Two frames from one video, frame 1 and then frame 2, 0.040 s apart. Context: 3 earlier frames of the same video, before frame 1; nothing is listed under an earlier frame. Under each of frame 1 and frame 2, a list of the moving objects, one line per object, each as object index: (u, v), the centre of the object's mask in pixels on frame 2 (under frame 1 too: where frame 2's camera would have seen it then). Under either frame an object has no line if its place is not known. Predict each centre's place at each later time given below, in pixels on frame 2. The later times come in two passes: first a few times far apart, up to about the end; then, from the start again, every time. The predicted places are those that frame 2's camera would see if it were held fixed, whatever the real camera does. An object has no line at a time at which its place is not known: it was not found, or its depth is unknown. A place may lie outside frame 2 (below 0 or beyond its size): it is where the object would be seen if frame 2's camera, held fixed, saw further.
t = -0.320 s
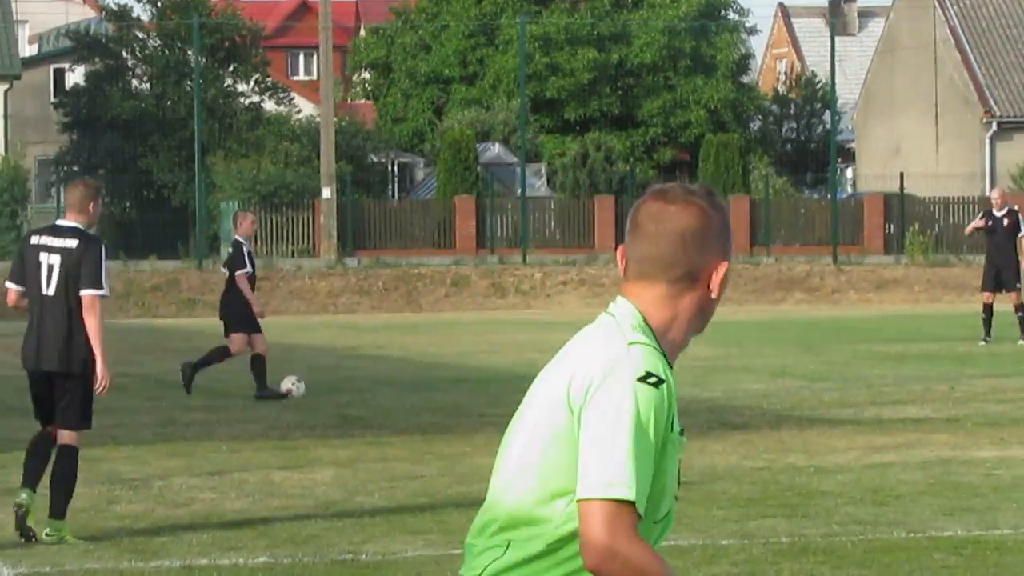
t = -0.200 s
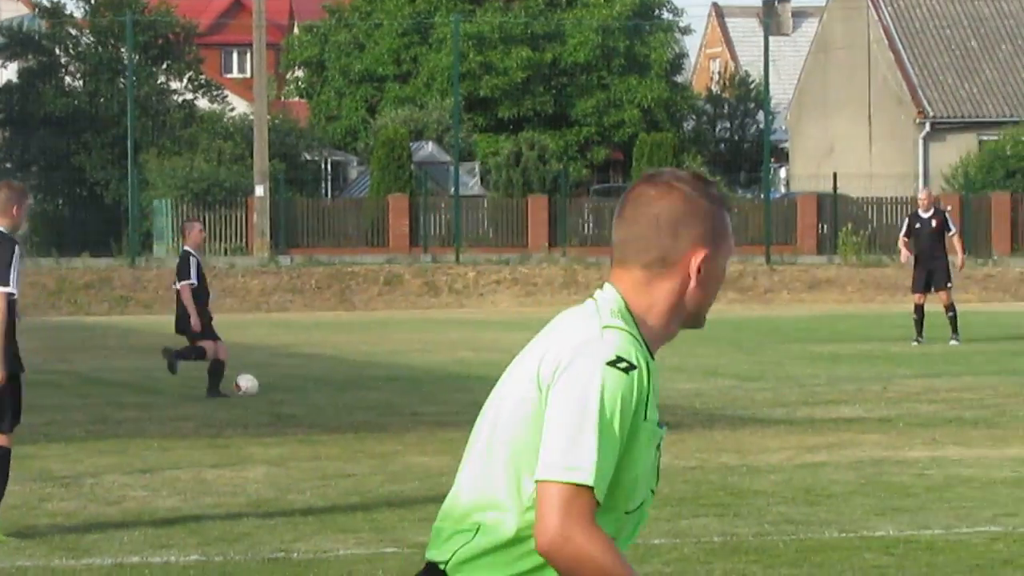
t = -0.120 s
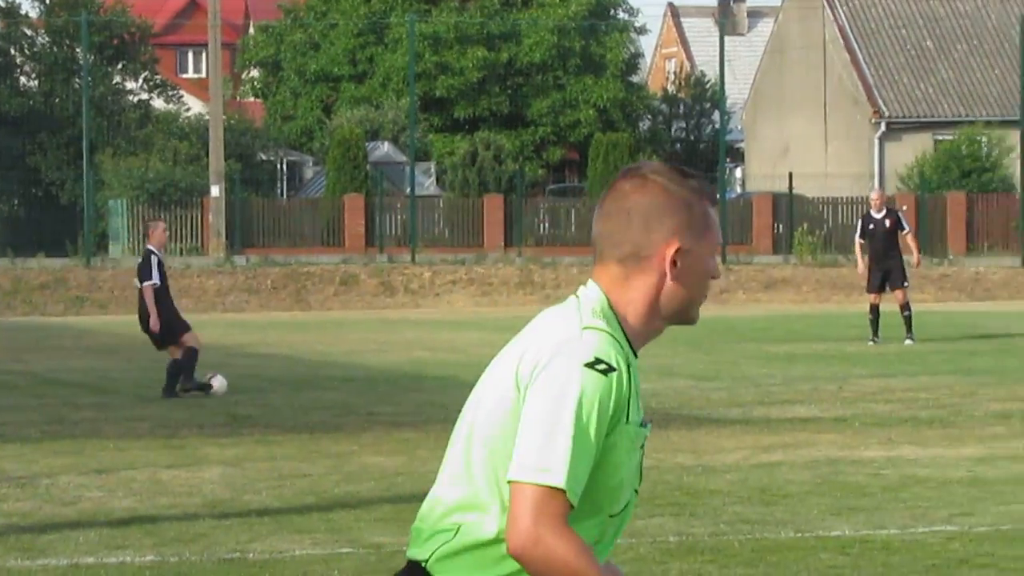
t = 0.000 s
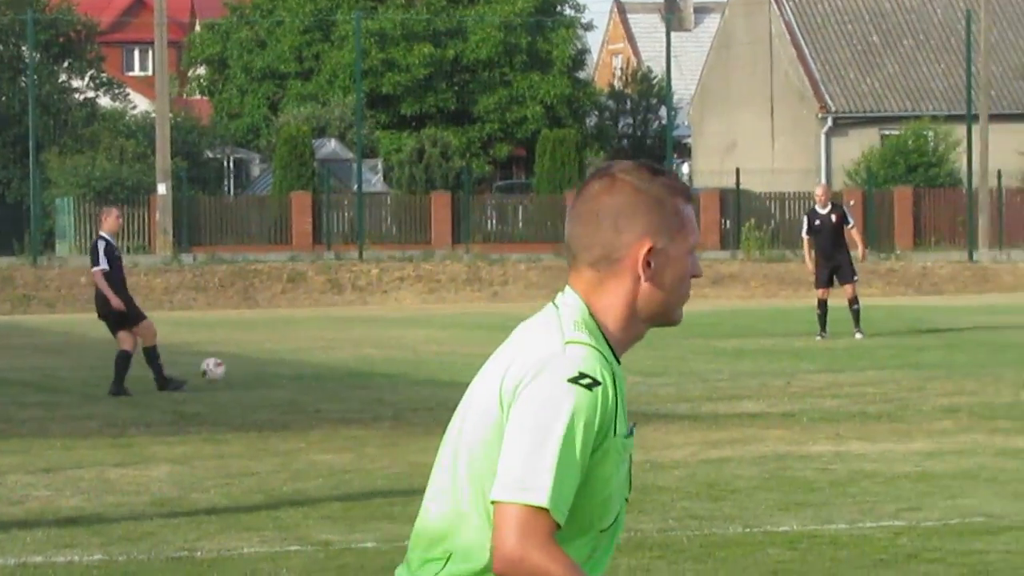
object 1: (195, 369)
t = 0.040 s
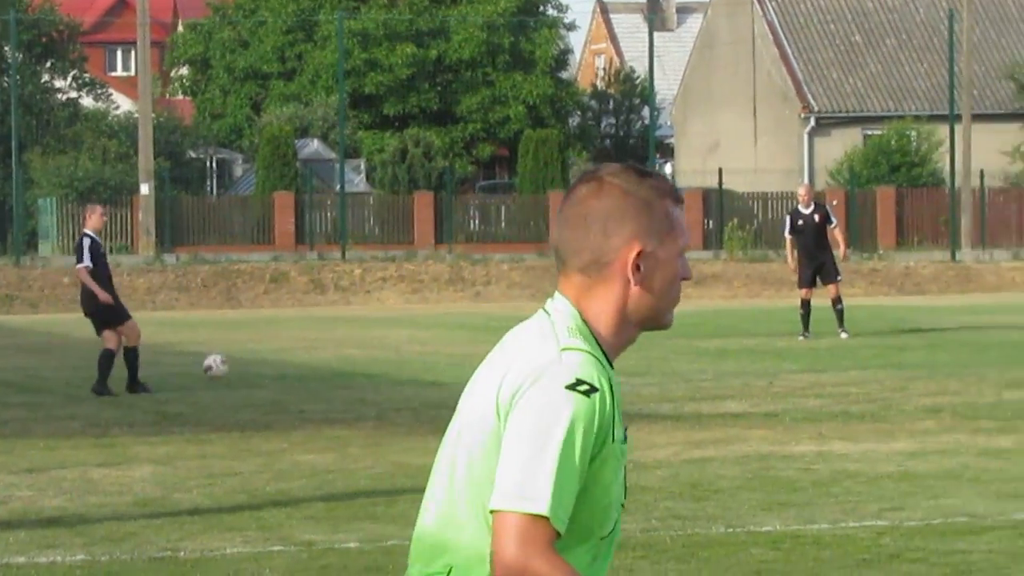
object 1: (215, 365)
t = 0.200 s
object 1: (287, 367)
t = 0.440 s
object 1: (363, 358)
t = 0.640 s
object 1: (409, 353)
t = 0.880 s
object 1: (454, 350)
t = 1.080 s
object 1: (487, 346)
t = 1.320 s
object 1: (521, 341)
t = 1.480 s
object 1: (540, 339)
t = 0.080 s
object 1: (235, 363)
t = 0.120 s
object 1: (252, 363)
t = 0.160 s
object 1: (270, 365)
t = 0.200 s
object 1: (287, 367)
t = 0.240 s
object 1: (301, 366)
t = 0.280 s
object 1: (315, 361)
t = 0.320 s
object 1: (328, 358)
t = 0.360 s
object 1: (339, 356)
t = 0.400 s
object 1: (351, 356)
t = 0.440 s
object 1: (363, 358)
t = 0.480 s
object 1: (374, 358)
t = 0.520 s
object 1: (382, 356)
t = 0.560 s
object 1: (392, 353)
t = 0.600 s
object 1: (400, 352)
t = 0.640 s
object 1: (409, 353)
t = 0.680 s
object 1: (417, 352)
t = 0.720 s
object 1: (424, 352)
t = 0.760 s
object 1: (432, 350)
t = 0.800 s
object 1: (439, 350)
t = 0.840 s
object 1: (447, 351)
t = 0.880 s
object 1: (454, 350)
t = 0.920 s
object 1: (460, 349)
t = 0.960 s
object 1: (467, 347)
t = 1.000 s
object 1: (474, 348)
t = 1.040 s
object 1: (480, 348)
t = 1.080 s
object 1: (487, 346)
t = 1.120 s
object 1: (493, 346)
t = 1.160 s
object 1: (499, 344)
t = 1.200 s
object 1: (504, 345)
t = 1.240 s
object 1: (510, 344)
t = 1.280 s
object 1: (515, 343)
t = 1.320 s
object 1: (521, 341)
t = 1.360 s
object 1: (526, 341)
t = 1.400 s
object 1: (531, 342)
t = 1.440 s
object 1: (535, 340)
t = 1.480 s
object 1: (540, 339)
